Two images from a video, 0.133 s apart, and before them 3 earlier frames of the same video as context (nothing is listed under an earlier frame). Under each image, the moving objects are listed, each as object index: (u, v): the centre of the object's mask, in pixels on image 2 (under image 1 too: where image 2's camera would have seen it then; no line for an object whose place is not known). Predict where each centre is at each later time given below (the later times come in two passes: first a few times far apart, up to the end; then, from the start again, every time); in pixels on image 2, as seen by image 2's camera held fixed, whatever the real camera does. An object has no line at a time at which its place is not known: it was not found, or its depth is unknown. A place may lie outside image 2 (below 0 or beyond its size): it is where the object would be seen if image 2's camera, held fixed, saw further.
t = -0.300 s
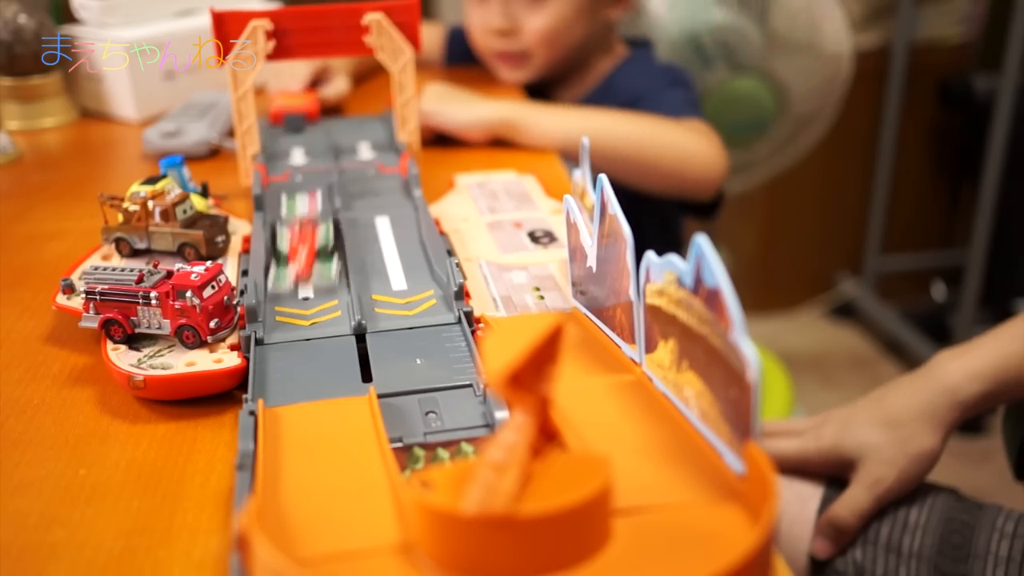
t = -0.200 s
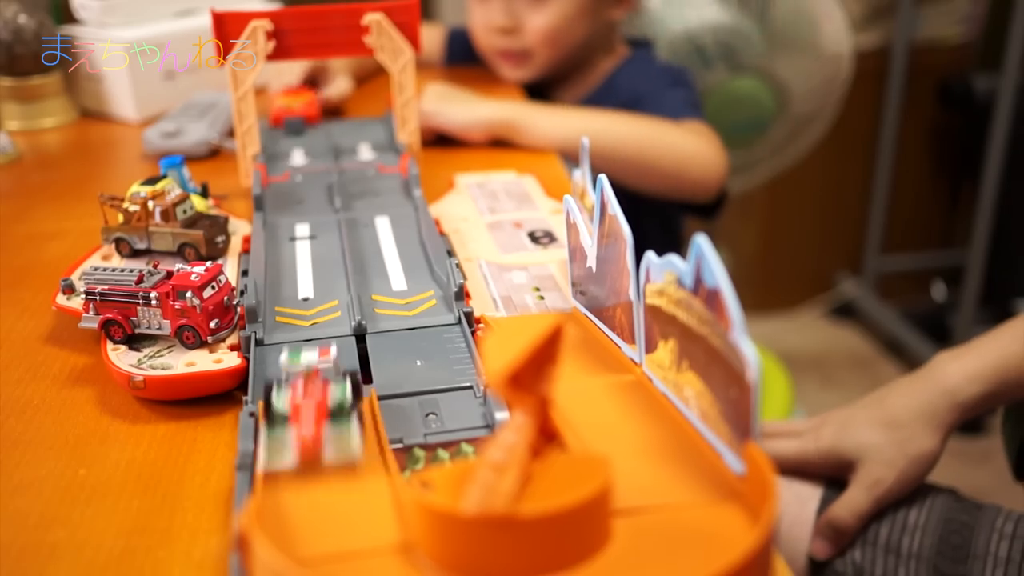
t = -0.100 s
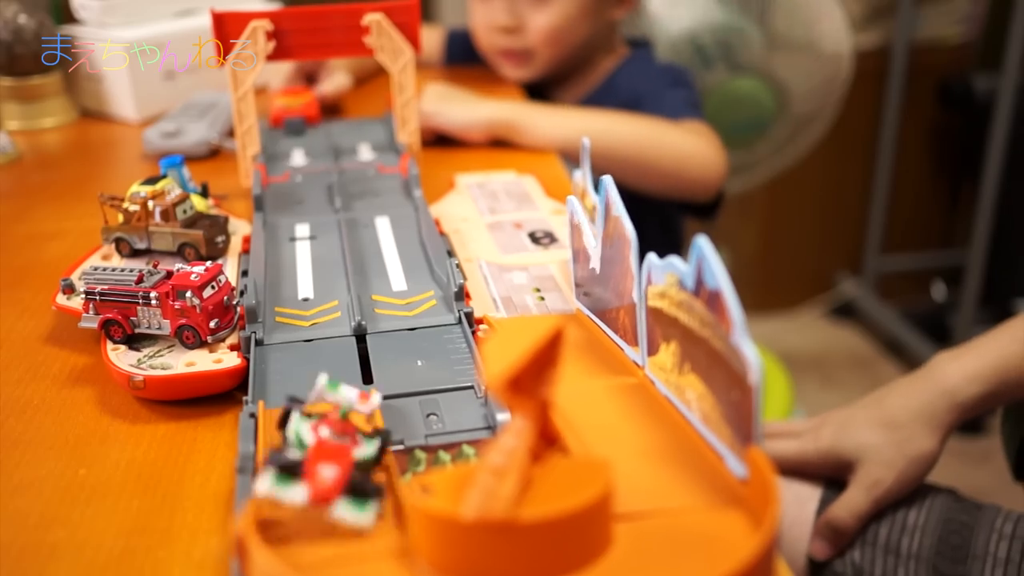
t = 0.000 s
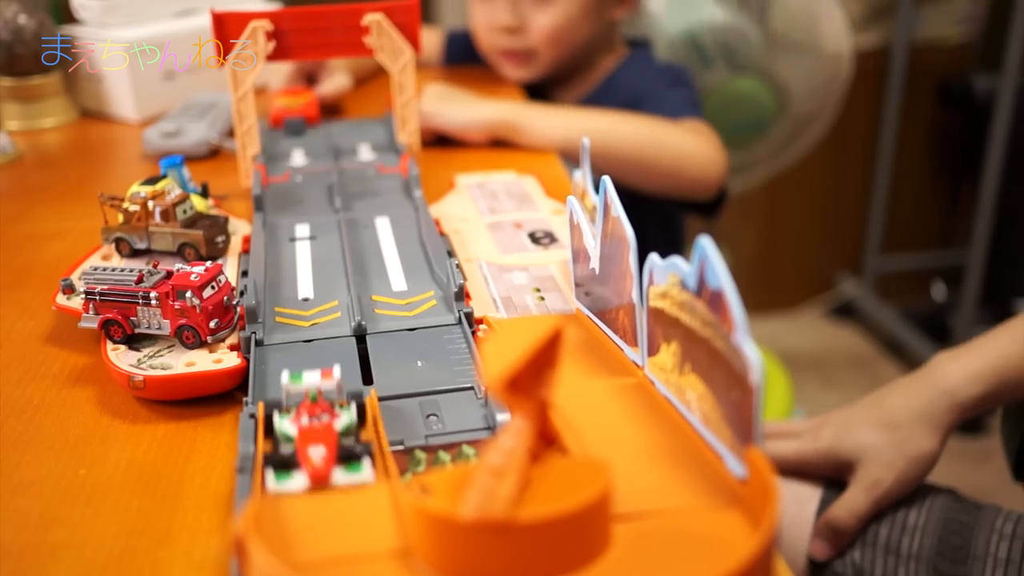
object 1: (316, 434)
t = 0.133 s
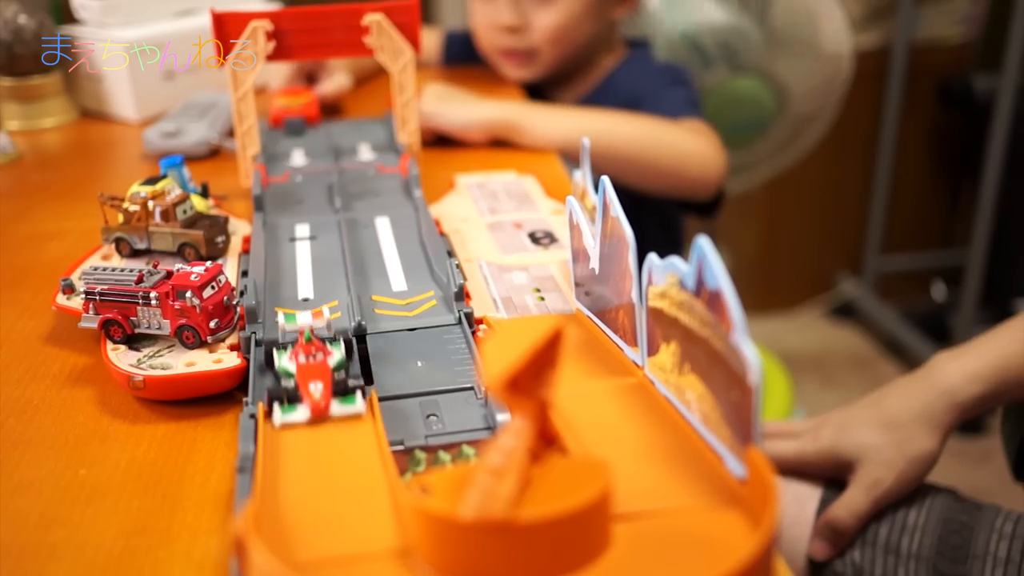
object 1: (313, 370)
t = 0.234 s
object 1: (310, 337)
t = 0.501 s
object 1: (344, 343)
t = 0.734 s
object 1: (364, 354)
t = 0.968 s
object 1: (385, 362)
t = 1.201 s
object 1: (385, 362)
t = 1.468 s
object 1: (385, 362)
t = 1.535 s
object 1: (385, 362)
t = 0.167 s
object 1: (309, 355)
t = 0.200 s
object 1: (308, 341)
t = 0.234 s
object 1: (310, 337)
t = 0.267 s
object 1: (315, 334)
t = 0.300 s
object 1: (319, 333)
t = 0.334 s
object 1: (324, 334)
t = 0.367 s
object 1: (330, 337)
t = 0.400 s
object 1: (334, 339)
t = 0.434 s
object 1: (338, 340)
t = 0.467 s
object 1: (341, 341)
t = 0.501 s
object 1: (344, 343)
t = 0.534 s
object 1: (347, 344)
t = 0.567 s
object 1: (348, 345)
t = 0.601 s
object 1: (349, 347)
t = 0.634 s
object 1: (351, 348)
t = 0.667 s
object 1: (354, 350)
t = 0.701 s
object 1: (358, 352)
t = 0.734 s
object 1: (364, 354)
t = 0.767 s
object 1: (369, 356)
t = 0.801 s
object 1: (375, 358)
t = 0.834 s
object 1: (380, 360)
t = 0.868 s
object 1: (385, 362)
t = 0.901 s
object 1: (385, 362)
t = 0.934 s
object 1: (385, 362)
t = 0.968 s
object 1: (385, 362)
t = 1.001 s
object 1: (385, 362)
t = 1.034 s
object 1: (385, 362)
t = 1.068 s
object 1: (385, 362)
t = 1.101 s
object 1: (385, 362)
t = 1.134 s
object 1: (385, 362)
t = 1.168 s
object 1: (385, 362)
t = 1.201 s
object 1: (385, 362)
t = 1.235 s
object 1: (385, 362)
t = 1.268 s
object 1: (385, 362)
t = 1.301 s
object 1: (385, 362)
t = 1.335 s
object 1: (385, 362)
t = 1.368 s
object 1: (385, 362)
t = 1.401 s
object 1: (385, 362)
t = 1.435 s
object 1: (385, 362)
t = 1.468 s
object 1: (385, 362)
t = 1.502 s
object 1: (385, 362)
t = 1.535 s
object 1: (385, 362)
